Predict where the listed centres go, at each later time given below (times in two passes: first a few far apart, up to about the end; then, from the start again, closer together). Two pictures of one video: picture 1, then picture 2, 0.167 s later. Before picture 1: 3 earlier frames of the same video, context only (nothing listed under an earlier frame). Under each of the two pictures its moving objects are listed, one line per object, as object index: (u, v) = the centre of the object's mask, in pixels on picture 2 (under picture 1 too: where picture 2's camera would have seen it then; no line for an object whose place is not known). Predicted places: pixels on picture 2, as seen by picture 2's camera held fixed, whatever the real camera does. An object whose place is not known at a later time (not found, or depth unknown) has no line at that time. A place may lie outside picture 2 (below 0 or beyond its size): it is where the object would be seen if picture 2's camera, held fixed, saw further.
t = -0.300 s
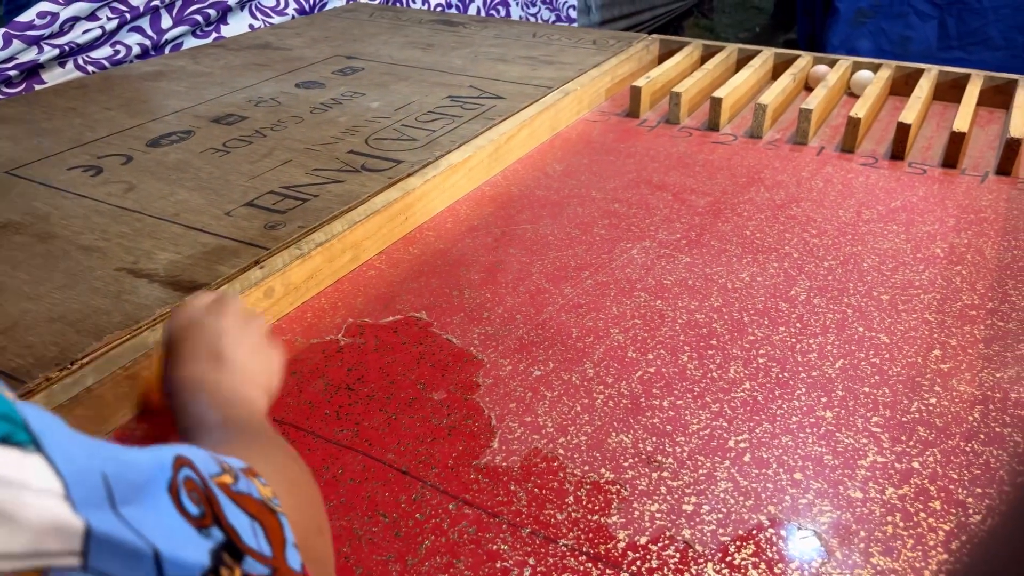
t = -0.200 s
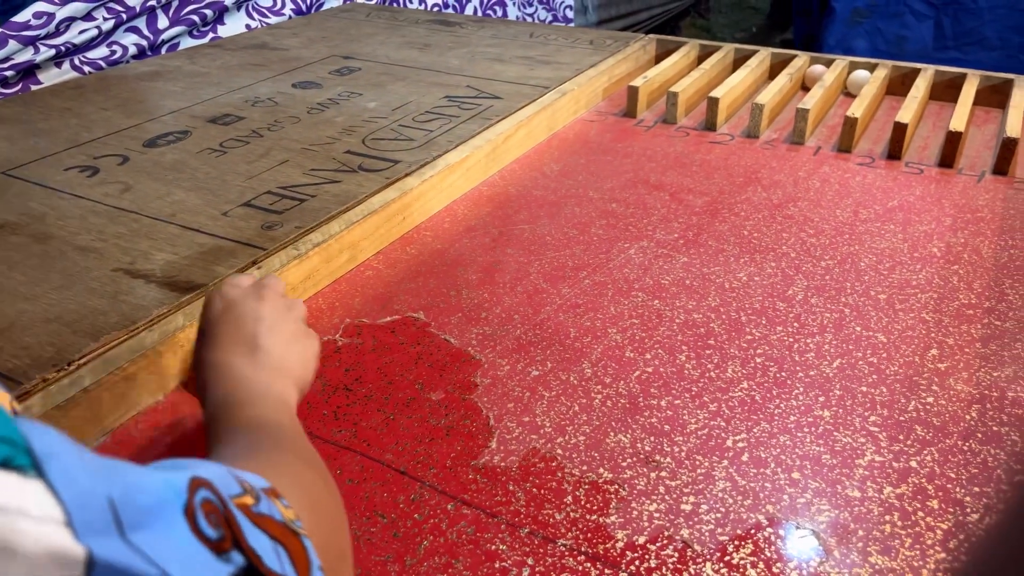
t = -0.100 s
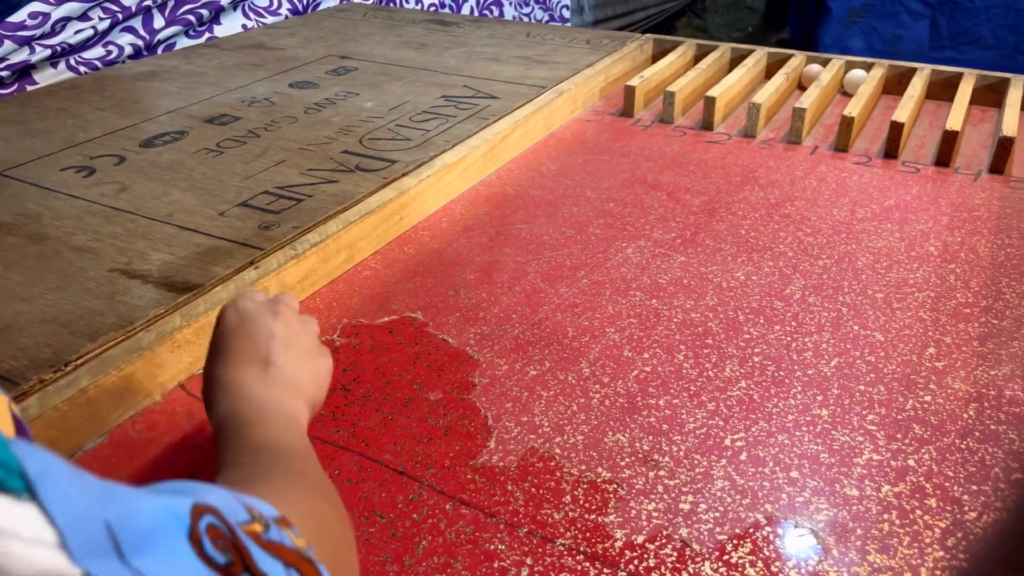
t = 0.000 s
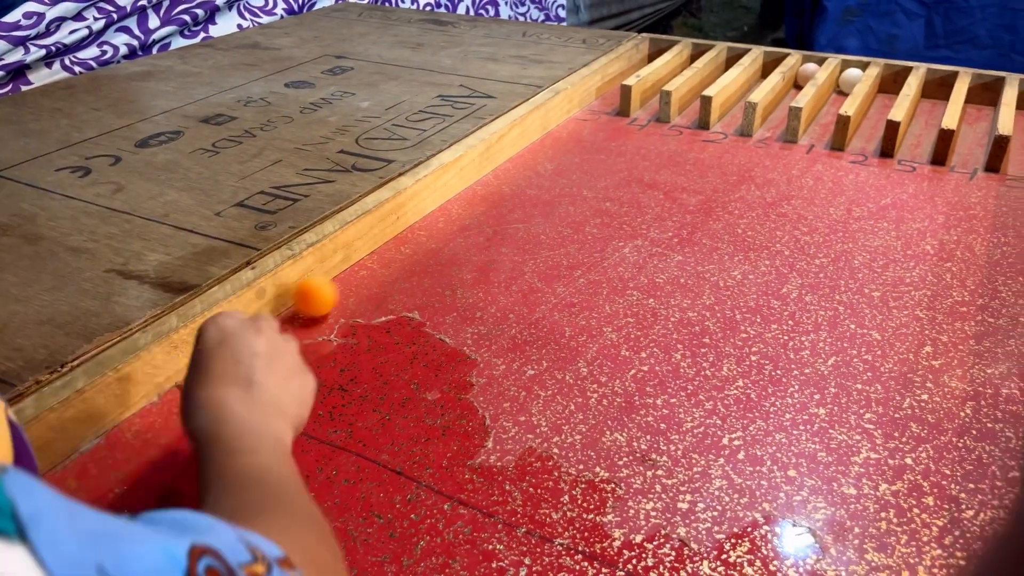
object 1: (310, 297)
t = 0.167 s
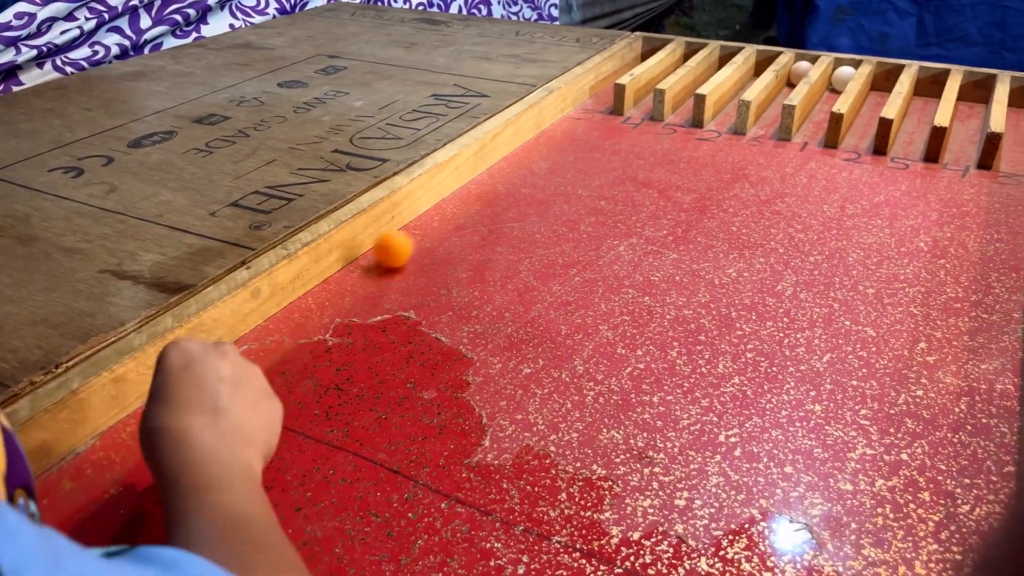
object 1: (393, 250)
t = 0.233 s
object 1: (424, 232)
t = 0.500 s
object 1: (530, 164)
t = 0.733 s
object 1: (604, 112)
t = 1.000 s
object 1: (682, 120)
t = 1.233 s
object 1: (743, 133)
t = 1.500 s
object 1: (800, 144)
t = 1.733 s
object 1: (853, 142)
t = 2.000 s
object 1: (868, 146)
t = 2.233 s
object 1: (882, 147)
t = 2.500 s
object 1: (897, 147)
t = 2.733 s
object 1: (910, 142)
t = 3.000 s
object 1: (917, 125)
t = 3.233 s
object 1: (922, 104)
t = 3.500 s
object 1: (928, 94)
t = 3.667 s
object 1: (929, 94)
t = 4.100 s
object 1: (928, 89)
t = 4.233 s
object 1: (928, 89)
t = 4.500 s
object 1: (928, 88)
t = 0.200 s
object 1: (408, 241)
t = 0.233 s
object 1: (424, 232)
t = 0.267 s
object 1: (438, 223)
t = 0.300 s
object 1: (453, 214)
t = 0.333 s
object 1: (467, 206)
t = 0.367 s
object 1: (480, 197)
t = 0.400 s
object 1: (494, 188)
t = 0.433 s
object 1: (506, 178)
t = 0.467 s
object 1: (519, 167)
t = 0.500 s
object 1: (530, 164)
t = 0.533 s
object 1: (541, 154)
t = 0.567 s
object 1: (552, 150)
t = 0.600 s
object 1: (562, 140)
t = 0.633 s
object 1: (572, 137)
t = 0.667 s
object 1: (583, 128)
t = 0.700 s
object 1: (594, 124)
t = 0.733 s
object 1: (604, 112)
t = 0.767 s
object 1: (613, 105)
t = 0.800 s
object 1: (622, 104)
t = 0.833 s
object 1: (630, 109)
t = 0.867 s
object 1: (638, 112)
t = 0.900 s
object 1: (648, 115)
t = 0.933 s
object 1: (659, 116)
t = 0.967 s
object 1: (670, 119)
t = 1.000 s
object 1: (682, 120)
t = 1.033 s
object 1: (693, 122)
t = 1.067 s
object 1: (705, 123)
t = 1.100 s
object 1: (717, 123)
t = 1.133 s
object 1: (728, 124)
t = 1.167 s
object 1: (732, 128)
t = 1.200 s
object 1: (737, 130)
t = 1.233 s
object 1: (743, 133)
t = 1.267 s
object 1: (749, 135)
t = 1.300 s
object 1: (756, 137)
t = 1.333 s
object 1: (763, 139)
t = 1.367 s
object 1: (770, 140)
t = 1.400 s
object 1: (778, 142)
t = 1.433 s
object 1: (785, 143)
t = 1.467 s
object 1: (792, 143)
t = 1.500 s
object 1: (800, 144)
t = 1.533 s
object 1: (807, 144)
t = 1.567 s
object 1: (815, 143)
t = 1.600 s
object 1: (822, 143)
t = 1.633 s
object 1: (829, 144)
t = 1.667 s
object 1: (837, 142)
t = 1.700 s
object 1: (845, 141)
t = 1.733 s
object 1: (853, 142)
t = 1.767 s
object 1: (860, 142)
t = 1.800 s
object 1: (862, 143)
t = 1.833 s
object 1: (862, 144)
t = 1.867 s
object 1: (863, 144)
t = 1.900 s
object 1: (864, 145)
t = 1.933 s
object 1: (865, 145)
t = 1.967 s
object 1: (866, 146)
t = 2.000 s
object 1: (868, 146)
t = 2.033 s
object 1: (870, 146)
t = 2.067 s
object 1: (872, 145)
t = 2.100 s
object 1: (874, 146)
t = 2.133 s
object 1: (876, 146)
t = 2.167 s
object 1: (878, 146)
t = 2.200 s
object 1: (880, 147)
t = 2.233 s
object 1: (882, 147)
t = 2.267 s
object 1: (883, 147)
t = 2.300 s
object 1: (885, 147)
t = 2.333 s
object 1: (887, 147)
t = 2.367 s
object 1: (889, 147)
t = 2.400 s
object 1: (890, 147)
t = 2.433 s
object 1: (892, 147)
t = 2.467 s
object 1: (894, 147)
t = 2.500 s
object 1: (897, 147)
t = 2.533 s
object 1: (899, 147)
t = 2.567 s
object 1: (902, 147)
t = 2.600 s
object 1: (904, 147)
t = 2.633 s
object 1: (906, 146)
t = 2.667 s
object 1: (908, 144)
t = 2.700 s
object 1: (910, 143)
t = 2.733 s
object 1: (910, 142)
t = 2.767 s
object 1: (911, 140)
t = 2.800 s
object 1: (910, 139)
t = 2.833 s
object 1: (911, 137)
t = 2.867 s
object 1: (912, 135)
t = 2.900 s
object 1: (914, 132)
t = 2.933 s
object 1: (914, 130)
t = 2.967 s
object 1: (916, 127)
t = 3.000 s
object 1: (917, 125)
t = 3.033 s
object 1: (918, 123)
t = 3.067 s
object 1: (919, 120)
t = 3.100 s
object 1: (920, 117)
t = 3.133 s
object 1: (921, 113)
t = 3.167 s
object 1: (922, 110)
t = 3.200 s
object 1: (922, 107)
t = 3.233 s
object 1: (922, 104)
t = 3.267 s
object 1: (925, 100)
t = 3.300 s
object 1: (926, 97)
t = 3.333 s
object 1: (928, 94)
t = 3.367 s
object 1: (929, 91)
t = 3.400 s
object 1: (930, 89)
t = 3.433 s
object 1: (928, 92)
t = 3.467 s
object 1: (927, 93)
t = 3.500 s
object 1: (928, 94)
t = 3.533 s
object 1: (929, 94)
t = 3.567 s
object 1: (929, 95)
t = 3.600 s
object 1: (929, 95)
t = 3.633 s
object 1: (929, 95)
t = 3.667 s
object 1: (929, 94)
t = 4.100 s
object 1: (928, 89)
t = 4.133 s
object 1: (928, 89)
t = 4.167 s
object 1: (928, 89)
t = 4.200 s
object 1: (928, 88)
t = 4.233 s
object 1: (928, 89)
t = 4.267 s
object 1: (928, 89)
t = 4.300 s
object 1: (928, 89)
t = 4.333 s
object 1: (928, 88)
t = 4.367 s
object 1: (928, 89)
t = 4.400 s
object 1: (928, 89)
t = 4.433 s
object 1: (928, 88)
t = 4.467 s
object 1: (928, 88)
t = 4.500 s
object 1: (928, 88)
